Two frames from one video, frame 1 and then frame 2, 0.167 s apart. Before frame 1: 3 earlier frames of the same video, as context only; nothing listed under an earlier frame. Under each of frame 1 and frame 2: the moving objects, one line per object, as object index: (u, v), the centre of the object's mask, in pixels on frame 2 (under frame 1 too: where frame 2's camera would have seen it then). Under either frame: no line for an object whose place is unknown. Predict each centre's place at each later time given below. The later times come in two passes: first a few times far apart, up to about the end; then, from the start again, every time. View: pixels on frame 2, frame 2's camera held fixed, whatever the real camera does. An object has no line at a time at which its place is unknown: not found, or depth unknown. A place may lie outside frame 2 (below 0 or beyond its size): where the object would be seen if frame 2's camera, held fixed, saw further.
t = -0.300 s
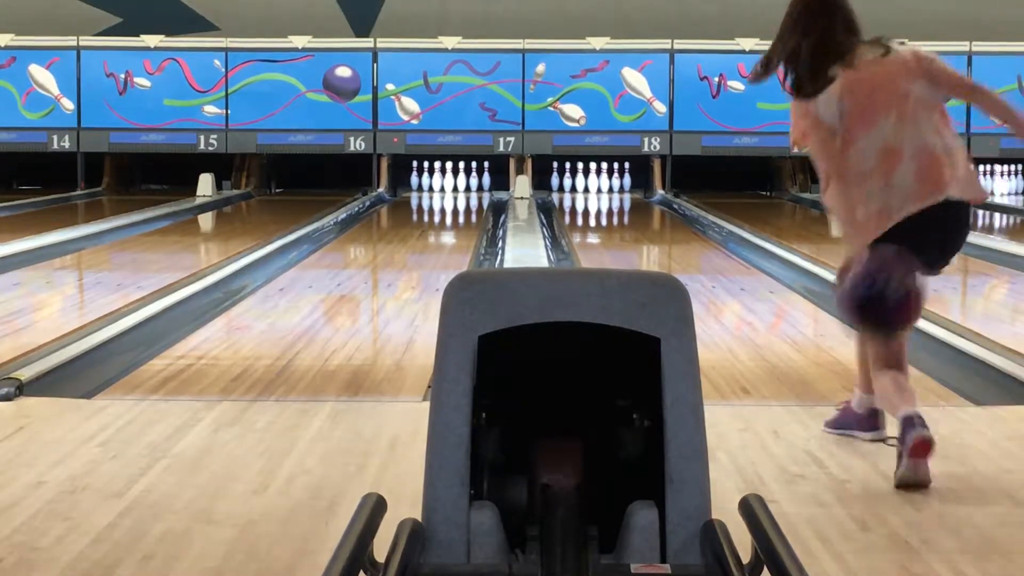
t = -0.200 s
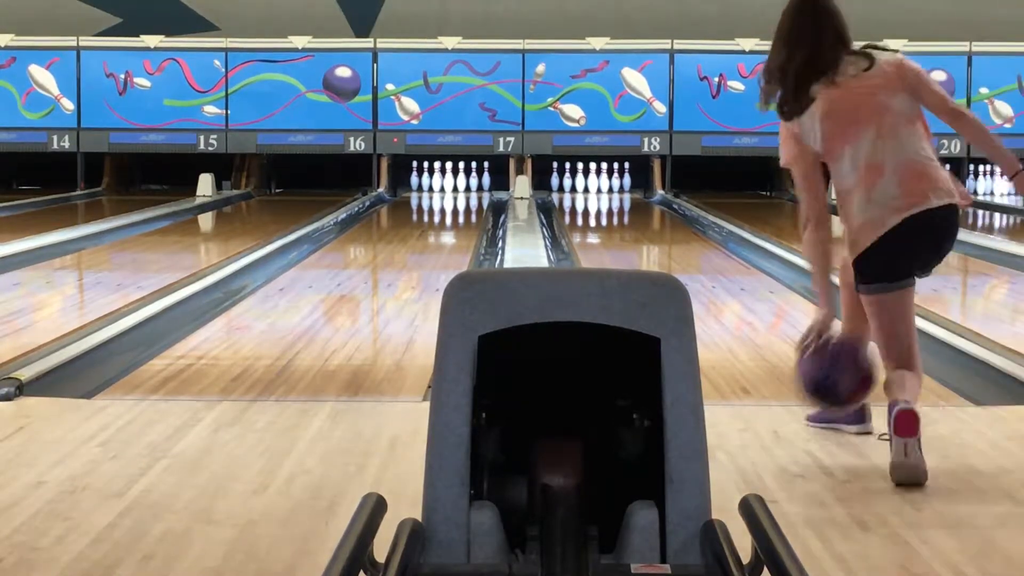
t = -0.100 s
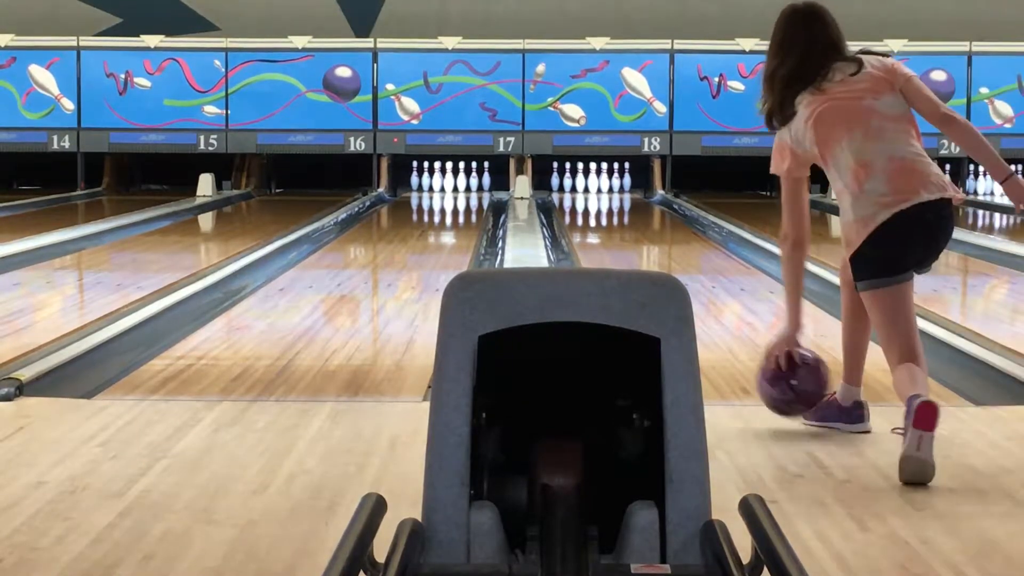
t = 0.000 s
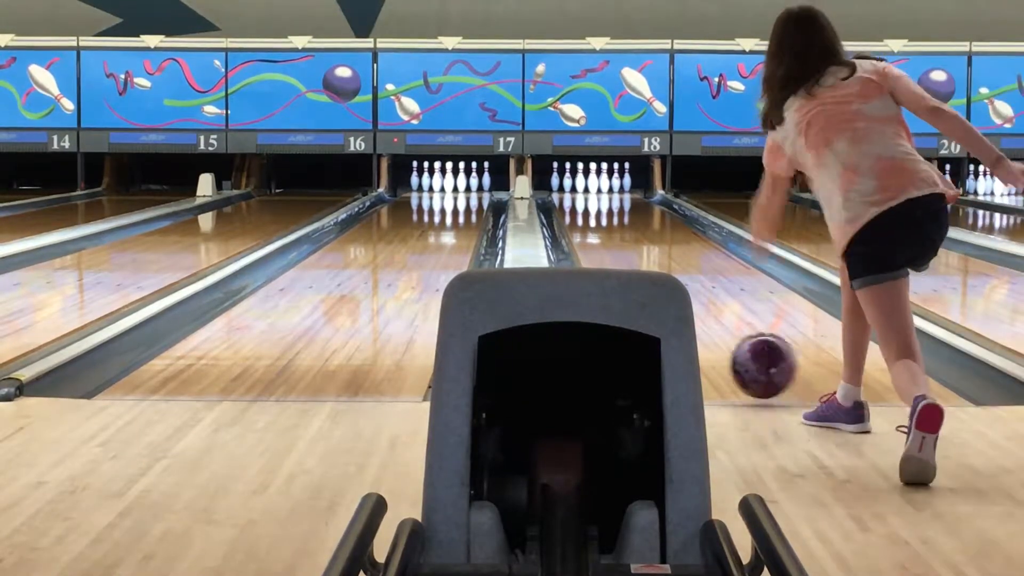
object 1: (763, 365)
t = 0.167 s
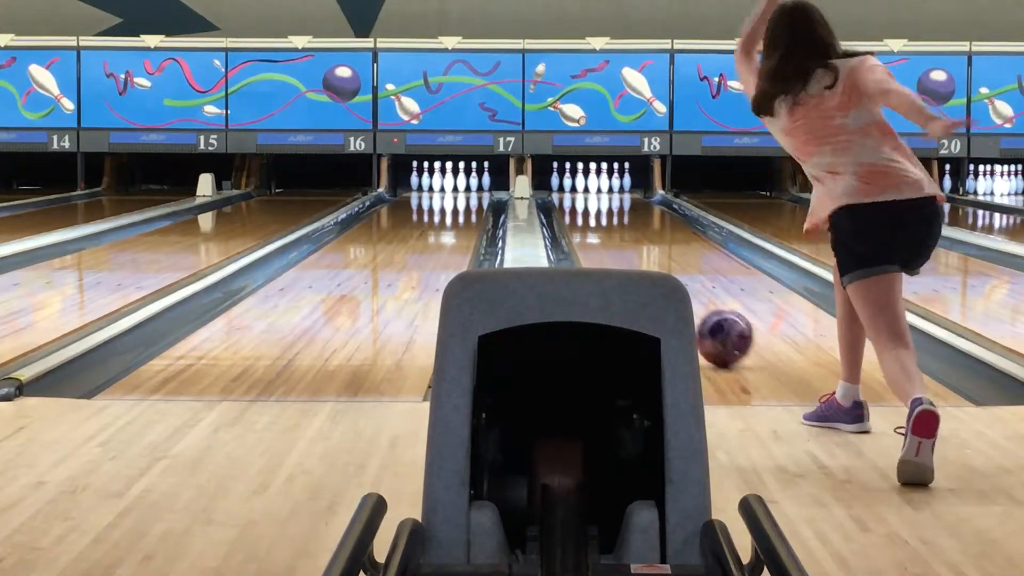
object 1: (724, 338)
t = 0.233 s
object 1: (715, 327)
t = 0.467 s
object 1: (690, 289)
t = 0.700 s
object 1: (651, 263)
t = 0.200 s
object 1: (719, 332)
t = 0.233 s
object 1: (715, 327)
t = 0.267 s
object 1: (711, 321)
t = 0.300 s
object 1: (708, 316)
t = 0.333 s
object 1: (704, 310)
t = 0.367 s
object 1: (701, 305)
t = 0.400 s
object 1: (698, 301)
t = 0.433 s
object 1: (694, 295)
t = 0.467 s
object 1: (690, 289)
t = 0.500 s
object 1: (687, 284)
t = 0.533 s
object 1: (679, 277)
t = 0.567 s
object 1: (673, 273)
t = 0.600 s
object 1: (666, 269)
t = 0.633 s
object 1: (660, 268)
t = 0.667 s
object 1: (656, 266)
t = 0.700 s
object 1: (651, 263)
